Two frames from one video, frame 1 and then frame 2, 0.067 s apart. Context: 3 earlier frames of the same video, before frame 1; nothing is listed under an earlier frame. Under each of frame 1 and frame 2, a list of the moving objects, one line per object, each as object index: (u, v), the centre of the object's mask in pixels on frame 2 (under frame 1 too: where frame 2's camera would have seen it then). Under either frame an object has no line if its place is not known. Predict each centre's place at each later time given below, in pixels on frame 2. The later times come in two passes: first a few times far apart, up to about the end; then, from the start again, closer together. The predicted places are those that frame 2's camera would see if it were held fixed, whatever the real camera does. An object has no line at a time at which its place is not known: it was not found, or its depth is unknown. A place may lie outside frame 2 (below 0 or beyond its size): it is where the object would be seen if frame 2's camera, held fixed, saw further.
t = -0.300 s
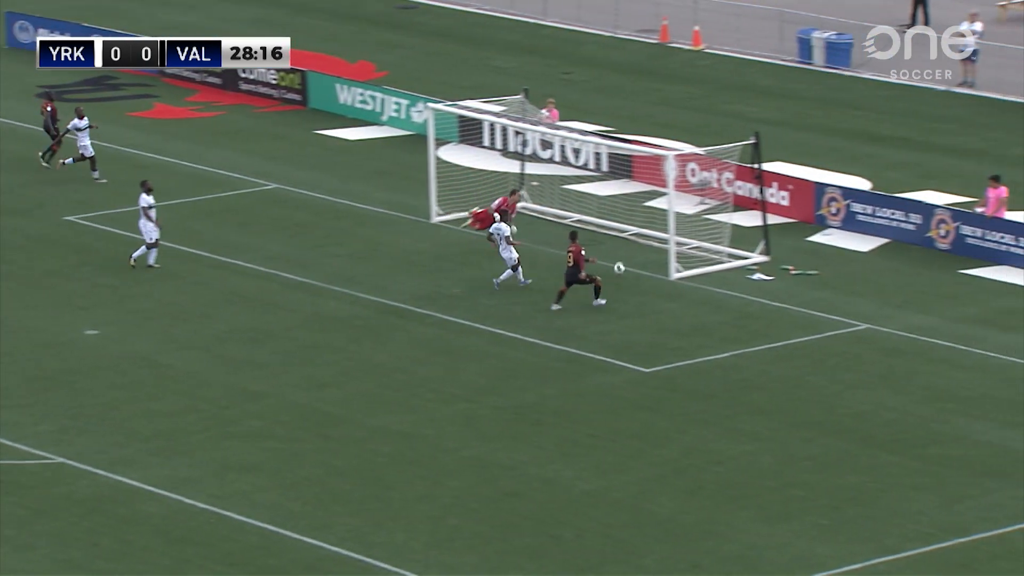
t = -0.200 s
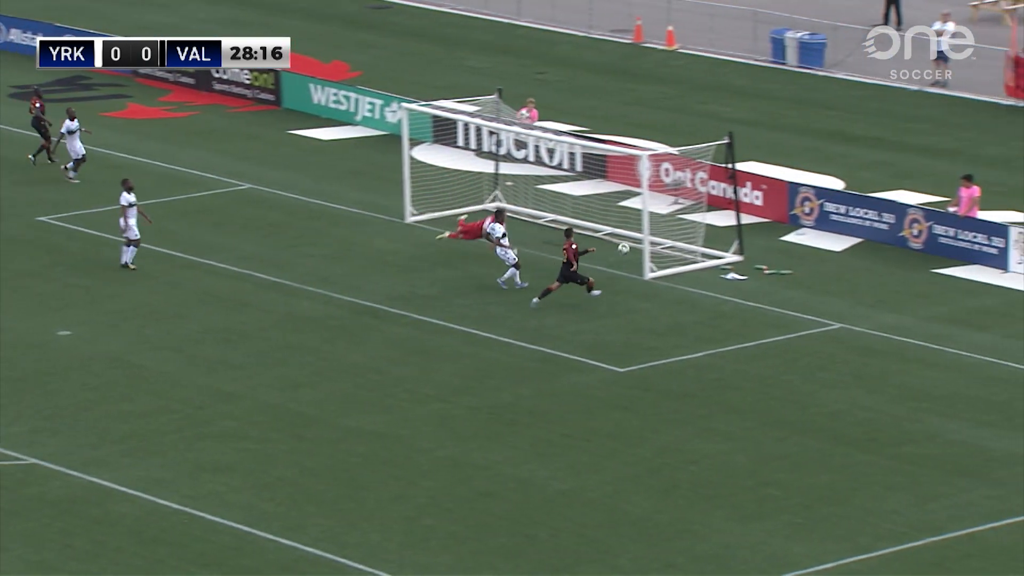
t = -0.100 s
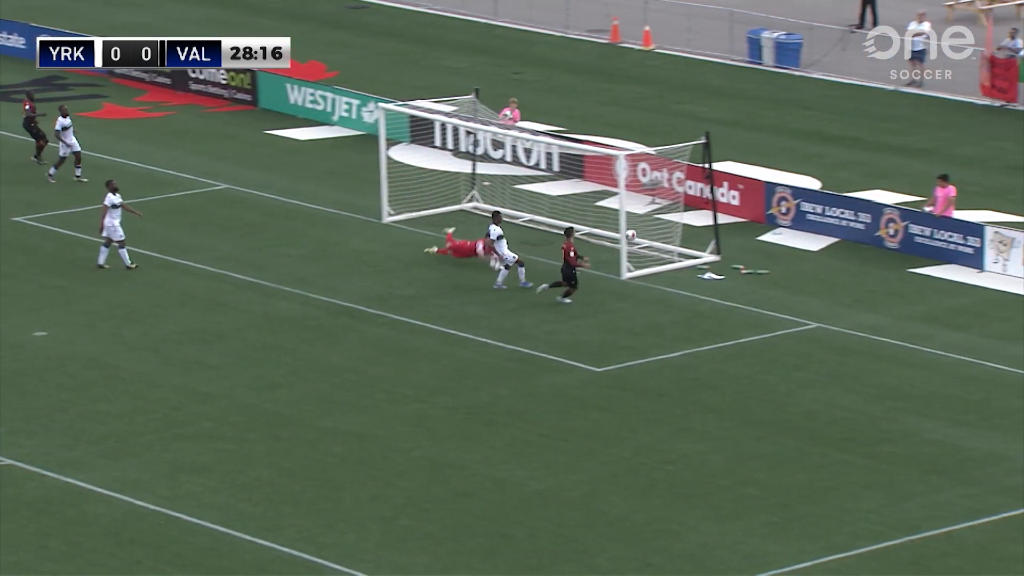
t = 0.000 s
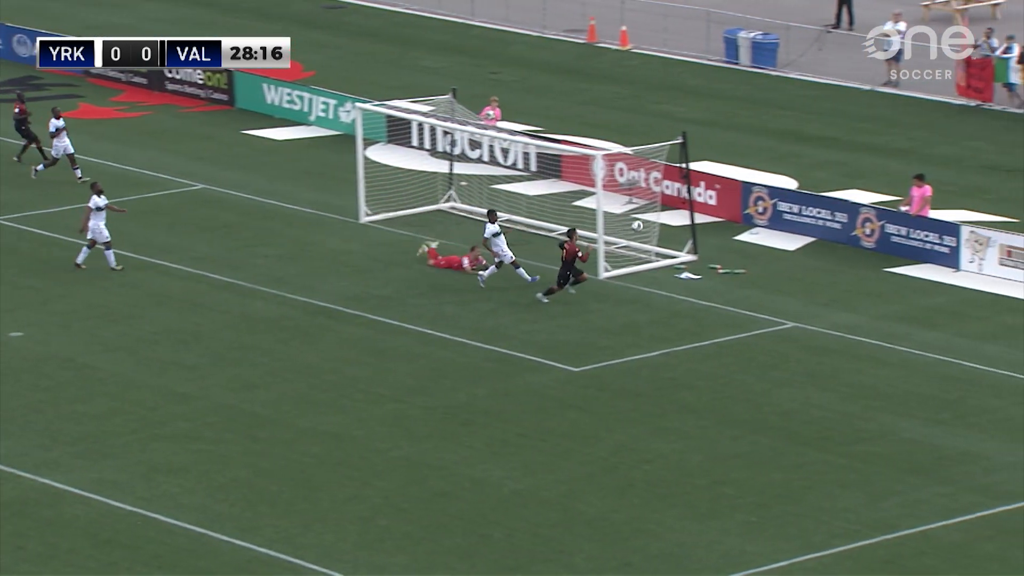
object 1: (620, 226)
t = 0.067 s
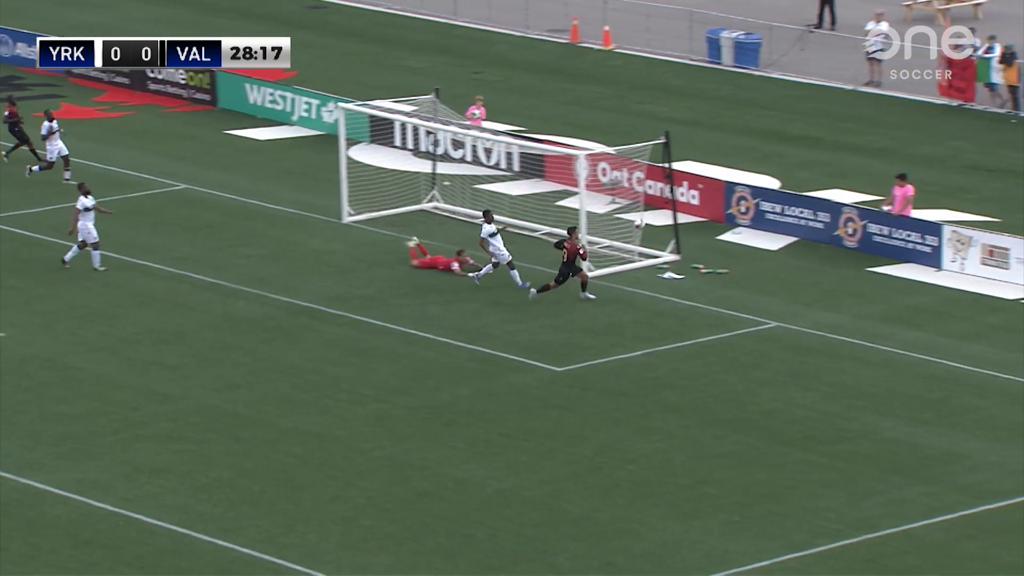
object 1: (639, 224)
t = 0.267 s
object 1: (695, 230)
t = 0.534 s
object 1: (768, 273)
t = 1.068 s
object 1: (919, 306)
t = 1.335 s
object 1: (995, 347)
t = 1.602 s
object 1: (1071, 350)
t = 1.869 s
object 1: (1146, 367)
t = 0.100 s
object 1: (648, 223)
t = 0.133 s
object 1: (658, 223)
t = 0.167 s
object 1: (667, 224)
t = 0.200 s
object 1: (677, 225)
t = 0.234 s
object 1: (686, 227)
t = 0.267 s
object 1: (695, 230)
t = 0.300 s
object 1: (705, 233)
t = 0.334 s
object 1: (714, 237)
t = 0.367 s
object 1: (723, 242)
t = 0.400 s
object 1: (732, 247)
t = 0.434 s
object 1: (741, 253)
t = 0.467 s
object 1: (750, 259)
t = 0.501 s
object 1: (759, 266)
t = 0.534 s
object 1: (768, 273)
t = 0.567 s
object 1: (777, 281)
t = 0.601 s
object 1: (786, 290)
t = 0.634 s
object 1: (794, 300)
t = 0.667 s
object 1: (803, 309)
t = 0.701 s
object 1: (812, 317)
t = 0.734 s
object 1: (822, 312)
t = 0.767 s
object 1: (832, 309)
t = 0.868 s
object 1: (861, 302)
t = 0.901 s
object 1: (870, 302)
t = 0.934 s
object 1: (880, 301)
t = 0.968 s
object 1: (890, 301)
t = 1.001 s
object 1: (900, 302)
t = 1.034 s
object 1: (909, 304)
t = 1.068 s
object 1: (919, 306)
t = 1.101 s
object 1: (929, 309)
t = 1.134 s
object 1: (938, 313)
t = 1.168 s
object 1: (947, 317)
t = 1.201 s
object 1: (957, 322)
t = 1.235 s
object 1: (967, 327)
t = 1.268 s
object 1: (976, 333)
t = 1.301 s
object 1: (986, 339)
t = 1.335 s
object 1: (995, 347)
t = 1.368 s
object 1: (1005, 346)
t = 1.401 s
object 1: (1014, 345)
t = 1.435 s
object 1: (1024, 344)
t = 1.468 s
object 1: (1033, 344)
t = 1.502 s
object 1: (1043, 344)
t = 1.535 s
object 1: (1052, 346)
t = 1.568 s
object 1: (1061, 347)
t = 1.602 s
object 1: (1071, 350)
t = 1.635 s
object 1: (1080, 353)
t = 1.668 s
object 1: (1090, 356)
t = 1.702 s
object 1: (1099, 361)
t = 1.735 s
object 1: (1108, 366)
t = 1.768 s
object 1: (1117, 367)
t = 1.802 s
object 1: (1127, 366)
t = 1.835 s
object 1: (1137, 366)
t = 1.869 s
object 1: (1146, 367)
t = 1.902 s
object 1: (1155, 369)
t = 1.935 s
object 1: (1165, 372)
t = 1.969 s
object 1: (1174, 374)
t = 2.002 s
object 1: (1183, 379)
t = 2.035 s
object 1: (1193, 381)
